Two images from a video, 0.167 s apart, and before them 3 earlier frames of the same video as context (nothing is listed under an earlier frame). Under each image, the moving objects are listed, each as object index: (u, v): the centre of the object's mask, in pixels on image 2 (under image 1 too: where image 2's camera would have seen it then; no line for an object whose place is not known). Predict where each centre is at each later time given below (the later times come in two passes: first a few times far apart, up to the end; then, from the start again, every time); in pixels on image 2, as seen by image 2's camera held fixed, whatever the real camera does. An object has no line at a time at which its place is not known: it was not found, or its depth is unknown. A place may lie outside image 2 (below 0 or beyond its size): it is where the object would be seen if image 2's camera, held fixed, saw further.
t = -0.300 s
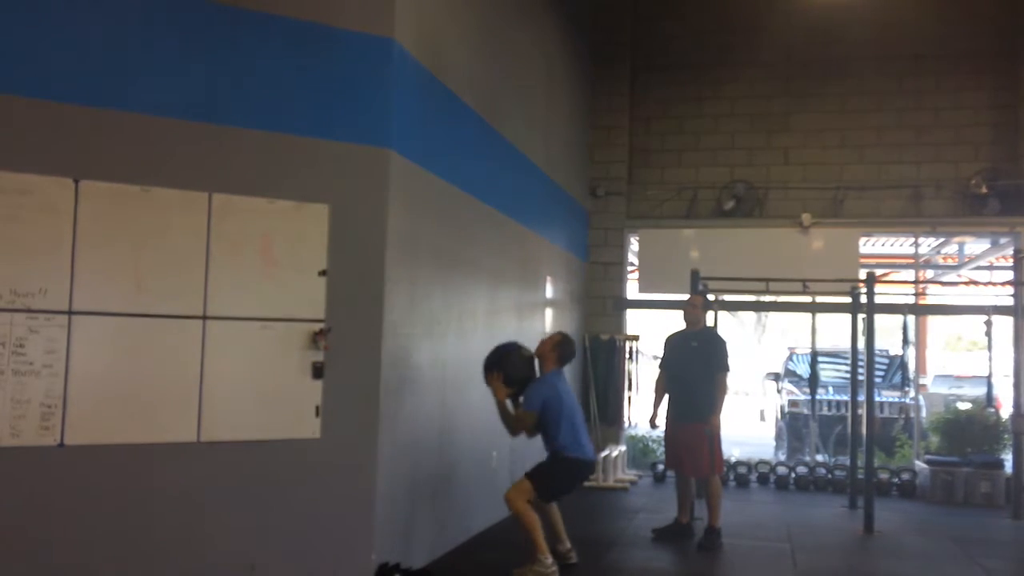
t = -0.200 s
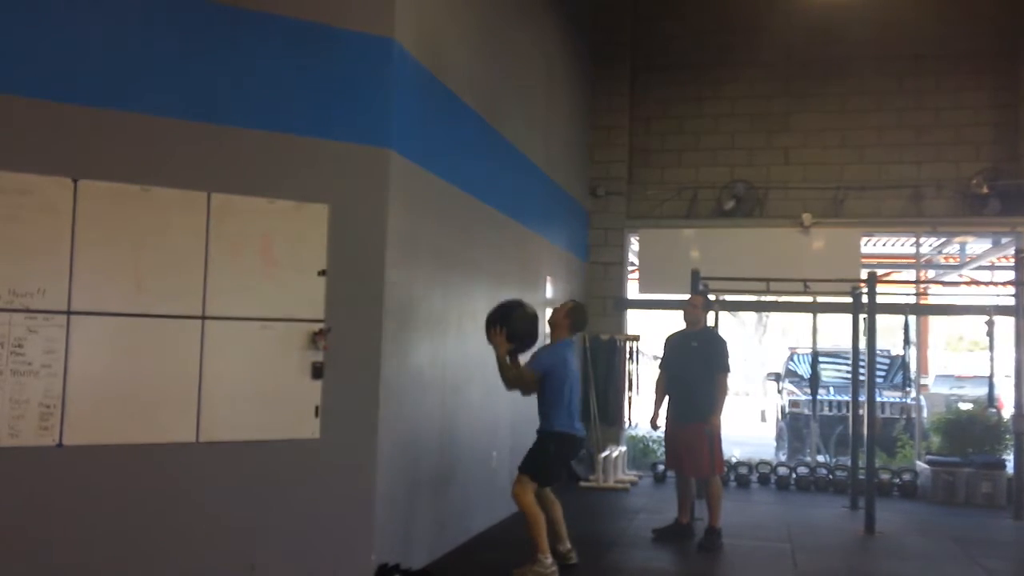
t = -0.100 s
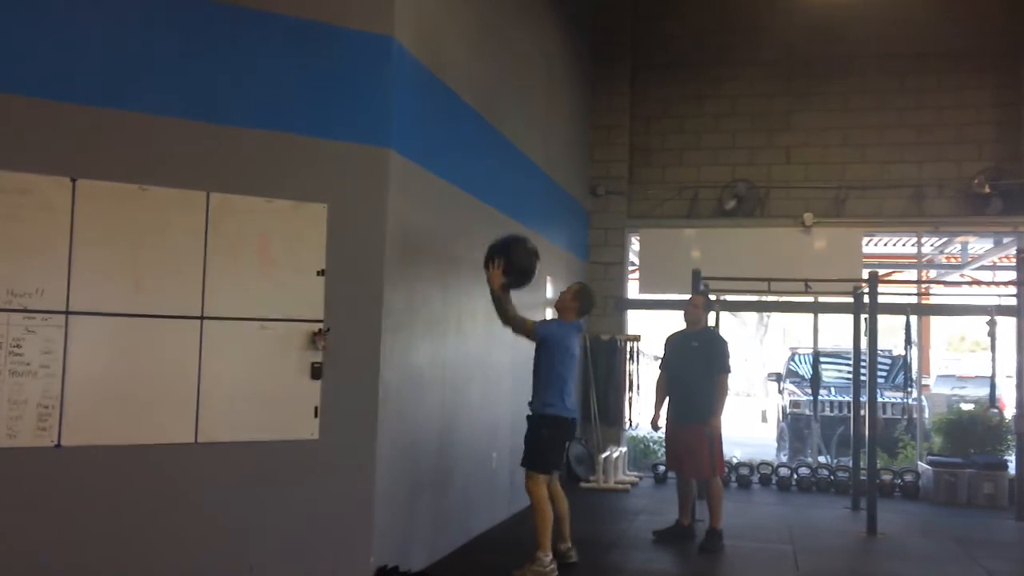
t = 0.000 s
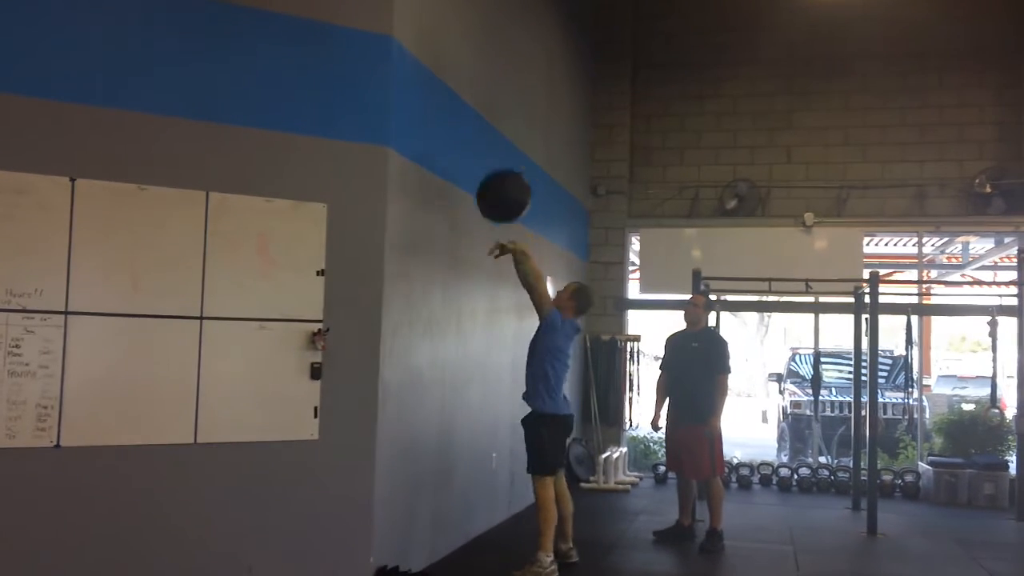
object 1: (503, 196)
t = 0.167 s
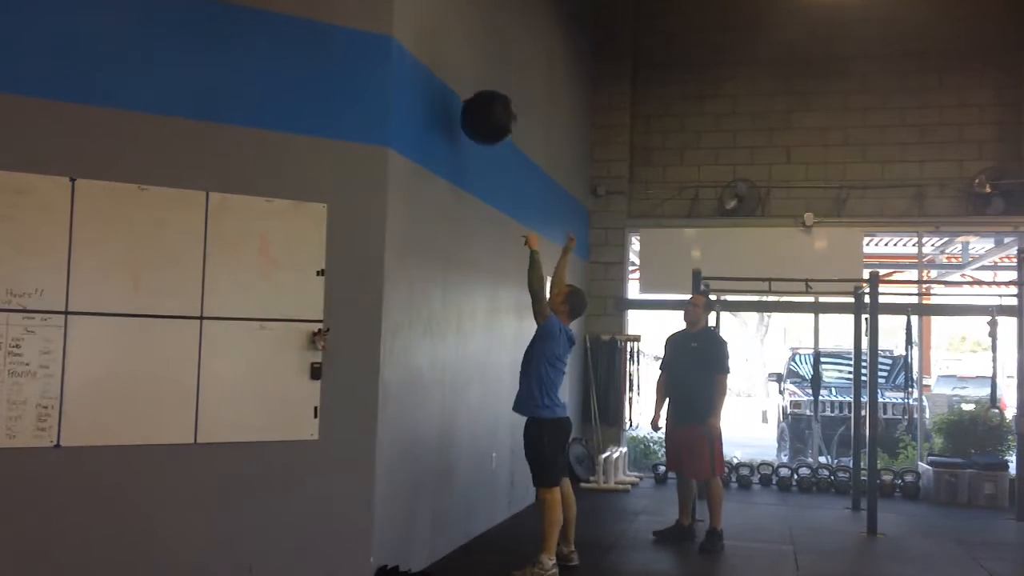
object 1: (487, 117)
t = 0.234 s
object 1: (481, 97)
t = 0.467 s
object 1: (478, 86)
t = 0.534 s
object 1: (483, 98)
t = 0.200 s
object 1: (484, 106)
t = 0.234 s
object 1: (481, 97)
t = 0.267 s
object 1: (478, 90)
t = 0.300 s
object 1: (473, 84)
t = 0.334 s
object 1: (471, 80)
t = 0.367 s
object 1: (472, 79)
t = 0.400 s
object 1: (474, 80)
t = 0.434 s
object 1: (476, 82)
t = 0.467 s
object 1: (478, 86)
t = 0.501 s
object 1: (481, 91)
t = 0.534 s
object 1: (483, 98)
